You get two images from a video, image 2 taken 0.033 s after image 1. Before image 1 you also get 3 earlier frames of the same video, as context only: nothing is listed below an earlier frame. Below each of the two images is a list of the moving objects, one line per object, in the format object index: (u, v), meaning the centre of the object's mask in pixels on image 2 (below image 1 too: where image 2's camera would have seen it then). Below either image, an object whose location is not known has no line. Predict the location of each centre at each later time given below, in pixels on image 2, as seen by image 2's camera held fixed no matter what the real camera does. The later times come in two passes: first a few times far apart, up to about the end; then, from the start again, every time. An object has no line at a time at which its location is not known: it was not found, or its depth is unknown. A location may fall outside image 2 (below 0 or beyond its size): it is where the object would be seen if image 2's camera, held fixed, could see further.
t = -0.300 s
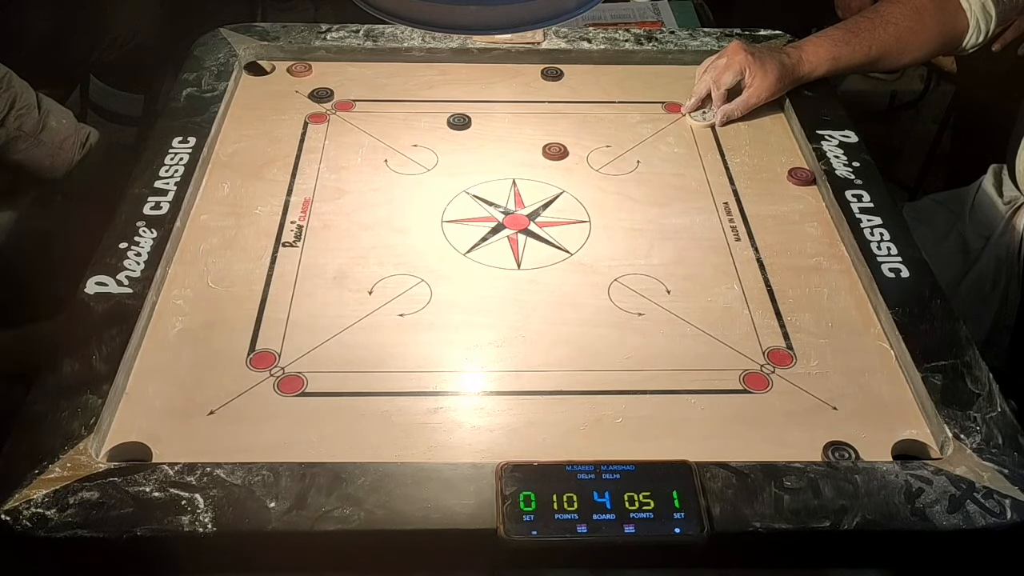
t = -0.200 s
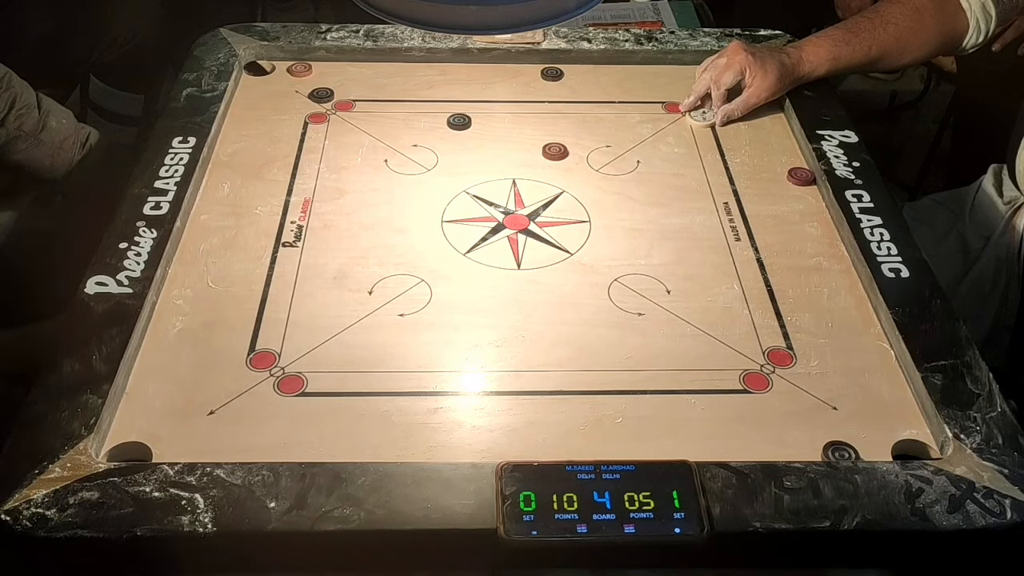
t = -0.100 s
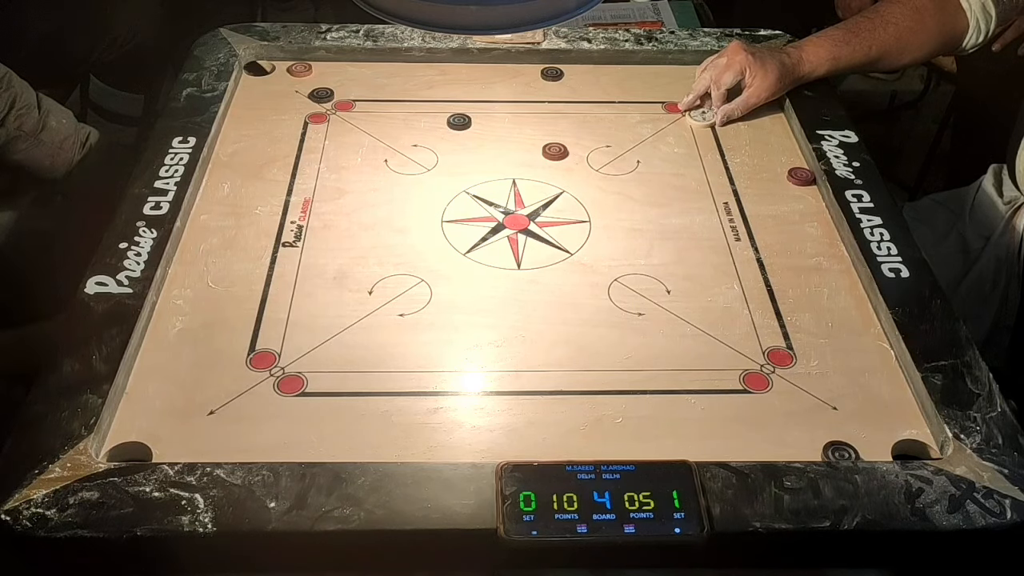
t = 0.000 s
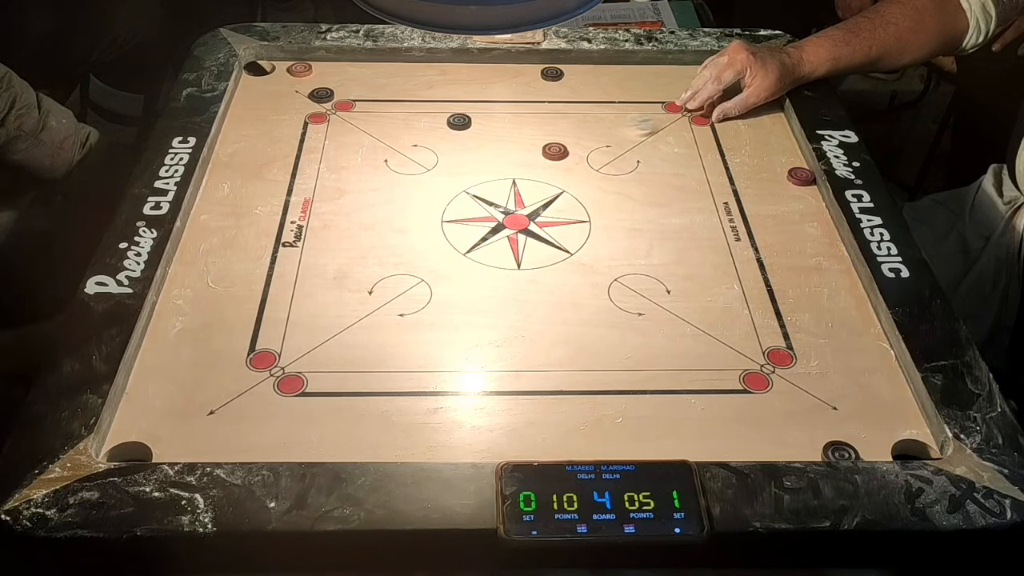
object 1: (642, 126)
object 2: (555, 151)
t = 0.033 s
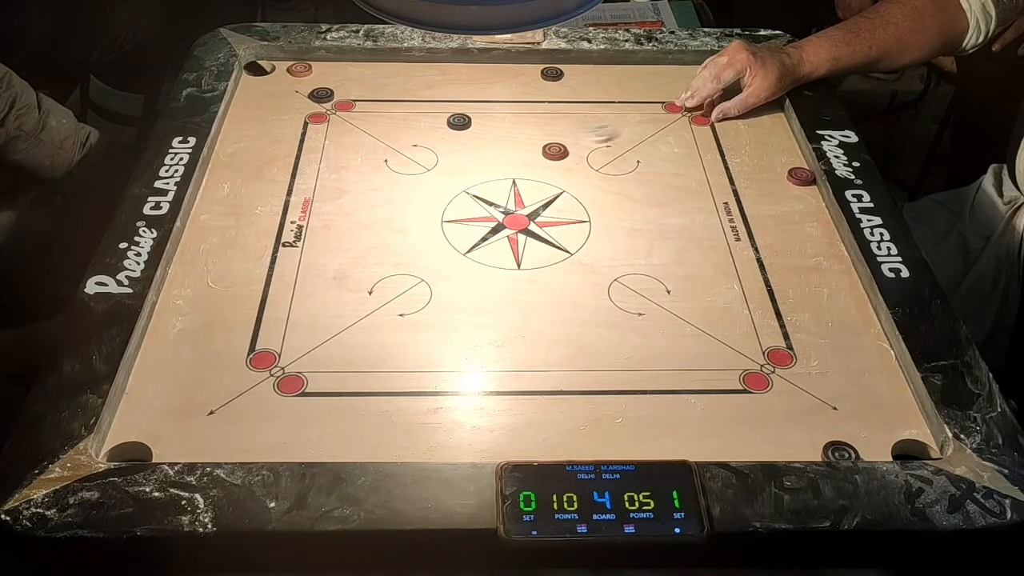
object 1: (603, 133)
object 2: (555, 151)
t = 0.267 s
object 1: (393, 145)
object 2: (412, 282)
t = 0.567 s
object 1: (238, 163)
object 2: (217, 455)
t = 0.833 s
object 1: (249, 167)
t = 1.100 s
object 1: (249, 167)
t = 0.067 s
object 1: (558, 138)
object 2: (550, 156)
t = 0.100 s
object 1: (525, 137)
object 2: (528, 176)
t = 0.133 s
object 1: (492, 136)
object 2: (505, 196)
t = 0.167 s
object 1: (463, 136)
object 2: (482, 218)
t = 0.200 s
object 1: (439, 139)
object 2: (460, 239)
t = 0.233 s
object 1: (415, 142)
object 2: (436, 260)
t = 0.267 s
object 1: (393, 145)
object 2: (412, 282)
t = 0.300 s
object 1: (370, 147)
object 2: (388, 304)
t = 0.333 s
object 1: (350, 149)
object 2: (365, 326)
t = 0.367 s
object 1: (331, 152)
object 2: (341, 348)
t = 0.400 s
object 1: (312, 154)
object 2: (318, 369)
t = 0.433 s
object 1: (295, 156)
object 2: (294, 391)
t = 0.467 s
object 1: (279, 158)
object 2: (272, 413)
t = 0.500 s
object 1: (264, 160)
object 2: (251, 433)
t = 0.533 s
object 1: (250, 162)
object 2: (232, 448)
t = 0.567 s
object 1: (238, 163)
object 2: (217, 455)
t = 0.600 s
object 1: (227, 165)
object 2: (209, 449)
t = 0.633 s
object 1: (225, 166)
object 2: (202, 443)
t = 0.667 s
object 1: (232, 167)
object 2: (198, 436)
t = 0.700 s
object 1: (237, 167)
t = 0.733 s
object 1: (241, 167)
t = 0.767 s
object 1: (245, 167)
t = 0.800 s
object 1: (247, 167)
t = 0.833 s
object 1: (249, 167)
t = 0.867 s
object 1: (249, 167)
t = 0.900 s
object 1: (249, 167)
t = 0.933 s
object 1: (249, 167)
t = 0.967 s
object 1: (249, 167)
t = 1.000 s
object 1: (249, 167)
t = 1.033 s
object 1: (249, 167)
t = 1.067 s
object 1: (249, 167)
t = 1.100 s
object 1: (249, 167)
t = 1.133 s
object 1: (249, 167)
